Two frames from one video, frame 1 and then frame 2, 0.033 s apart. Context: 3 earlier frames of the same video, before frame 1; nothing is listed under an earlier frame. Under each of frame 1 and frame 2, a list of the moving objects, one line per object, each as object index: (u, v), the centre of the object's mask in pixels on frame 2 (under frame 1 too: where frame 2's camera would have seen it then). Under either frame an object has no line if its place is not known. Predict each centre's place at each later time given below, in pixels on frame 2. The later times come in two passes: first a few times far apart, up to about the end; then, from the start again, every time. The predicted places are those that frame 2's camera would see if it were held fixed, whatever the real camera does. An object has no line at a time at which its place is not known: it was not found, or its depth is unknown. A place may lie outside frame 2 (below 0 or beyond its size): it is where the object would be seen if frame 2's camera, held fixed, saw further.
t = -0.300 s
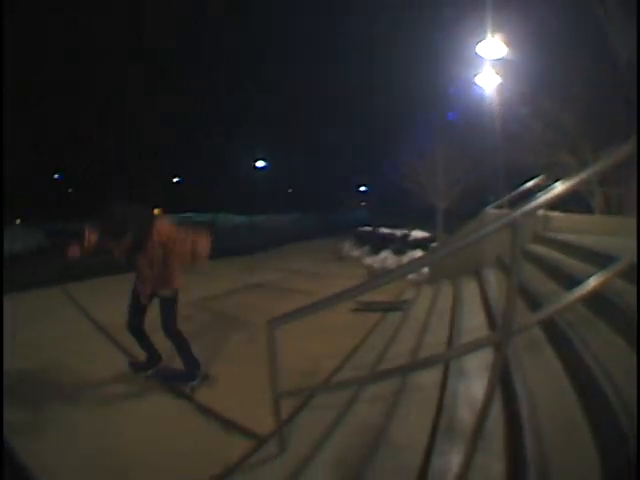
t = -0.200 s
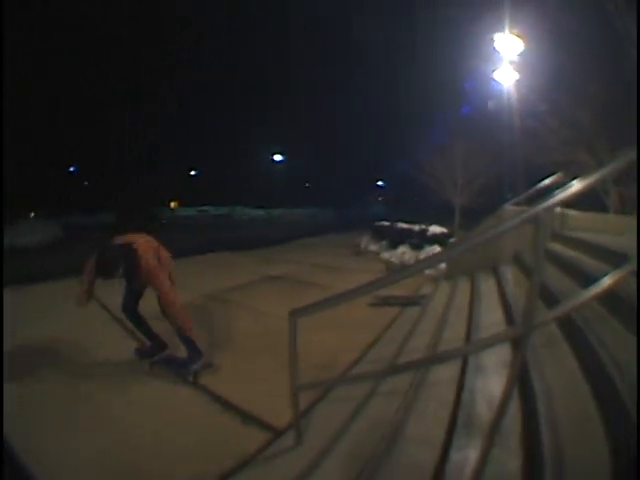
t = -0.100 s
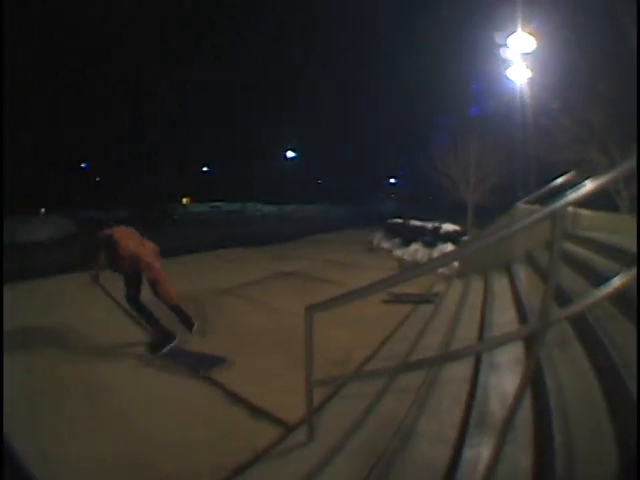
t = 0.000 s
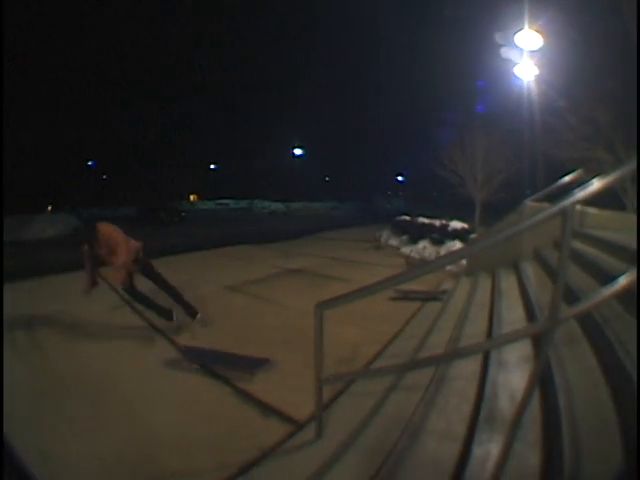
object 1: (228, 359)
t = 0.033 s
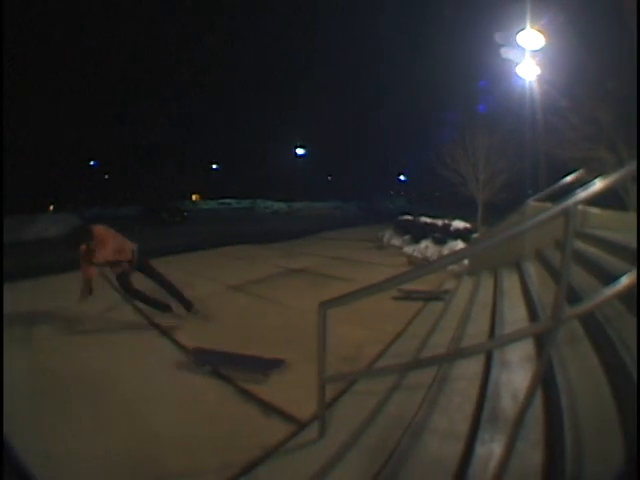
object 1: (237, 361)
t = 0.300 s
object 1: (327, 366)
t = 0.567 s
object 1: (371, 358)
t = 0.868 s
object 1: (374, 354)
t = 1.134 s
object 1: (372, 353)
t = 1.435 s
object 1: (371, 353)
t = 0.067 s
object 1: (248, 363)
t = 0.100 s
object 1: (261, 364)
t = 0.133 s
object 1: (271, 365)
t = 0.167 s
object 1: (277, 366)
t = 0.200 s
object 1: (292, 367)
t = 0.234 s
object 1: (303, 367)
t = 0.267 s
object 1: (313, 367)
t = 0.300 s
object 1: (327, 366)
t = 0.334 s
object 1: (338, 365)
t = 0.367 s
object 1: (350, 363)
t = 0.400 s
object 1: (363, 361)
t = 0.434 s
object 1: (365, 360)
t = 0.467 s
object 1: (366, 359)
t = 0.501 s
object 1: (368, 359)
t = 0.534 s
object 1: (369, 358)
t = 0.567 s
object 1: (371, 358)
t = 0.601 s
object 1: (372, 357)
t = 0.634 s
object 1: (374, 355)
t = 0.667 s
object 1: (374, 355)
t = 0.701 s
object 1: (375, 355)
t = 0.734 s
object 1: (375, 355)
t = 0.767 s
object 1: (375, 355)
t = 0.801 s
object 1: (374, 355)
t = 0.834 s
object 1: (374, 354)
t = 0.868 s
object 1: (374, 354)
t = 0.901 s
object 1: (374, 354)
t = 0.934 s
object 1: (374, 354)
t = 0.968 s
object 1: (373, 354)
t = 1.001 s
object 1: (373, 354)
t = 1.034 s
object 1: (373, 353)
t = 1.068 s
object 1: (372, 353)
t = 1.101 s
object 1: (372, 353)
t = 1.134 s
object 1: (372, 353)
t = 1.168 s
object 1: (372, 353)
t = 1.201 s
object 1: (372, 353)
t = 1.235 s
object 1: (371, 353)
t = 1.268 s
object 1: (372, 353)
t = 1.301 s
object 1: (372, 353)
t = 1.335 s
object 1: (372, 353)
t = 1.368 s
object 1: (372, 353)
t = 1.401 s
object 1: (372, 353)
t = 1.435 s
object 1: (371, 353)
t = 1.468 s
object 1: (372, 353)
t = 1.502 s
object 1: (372, 353)
